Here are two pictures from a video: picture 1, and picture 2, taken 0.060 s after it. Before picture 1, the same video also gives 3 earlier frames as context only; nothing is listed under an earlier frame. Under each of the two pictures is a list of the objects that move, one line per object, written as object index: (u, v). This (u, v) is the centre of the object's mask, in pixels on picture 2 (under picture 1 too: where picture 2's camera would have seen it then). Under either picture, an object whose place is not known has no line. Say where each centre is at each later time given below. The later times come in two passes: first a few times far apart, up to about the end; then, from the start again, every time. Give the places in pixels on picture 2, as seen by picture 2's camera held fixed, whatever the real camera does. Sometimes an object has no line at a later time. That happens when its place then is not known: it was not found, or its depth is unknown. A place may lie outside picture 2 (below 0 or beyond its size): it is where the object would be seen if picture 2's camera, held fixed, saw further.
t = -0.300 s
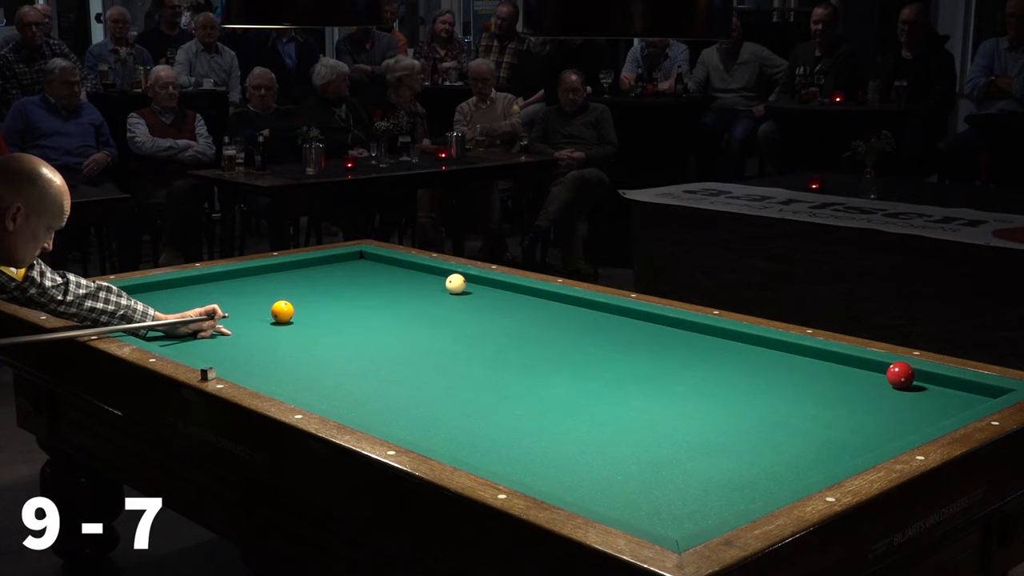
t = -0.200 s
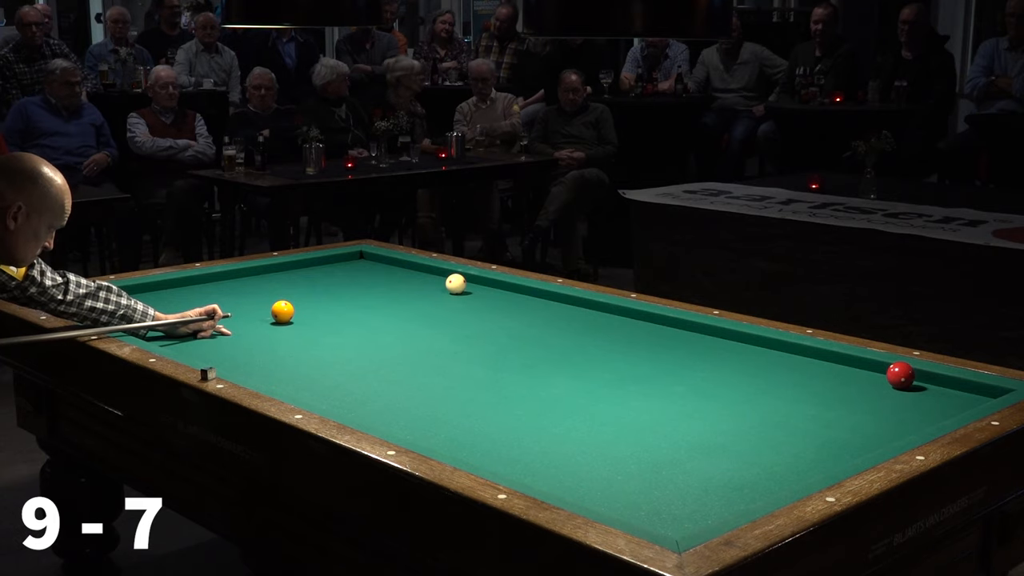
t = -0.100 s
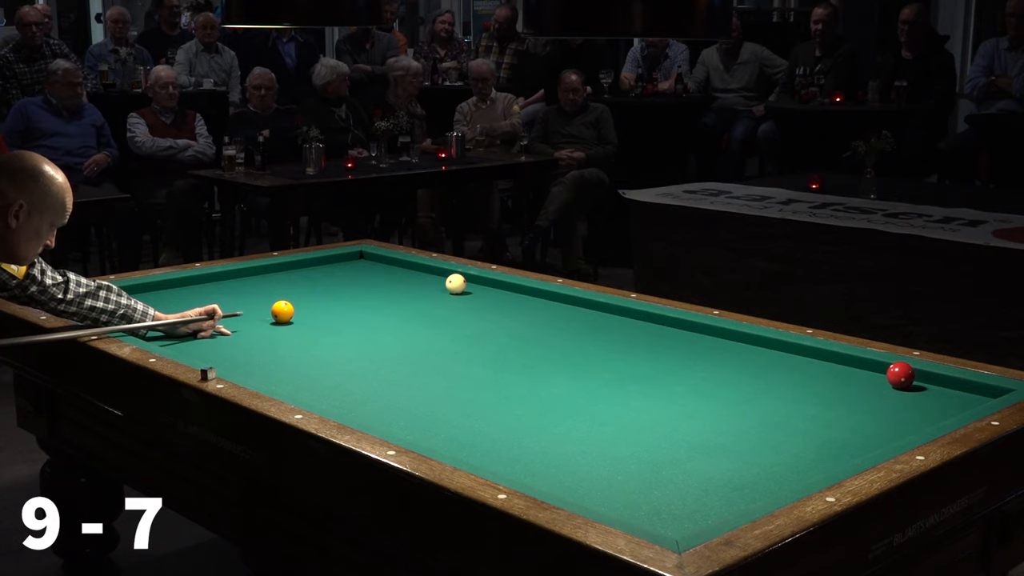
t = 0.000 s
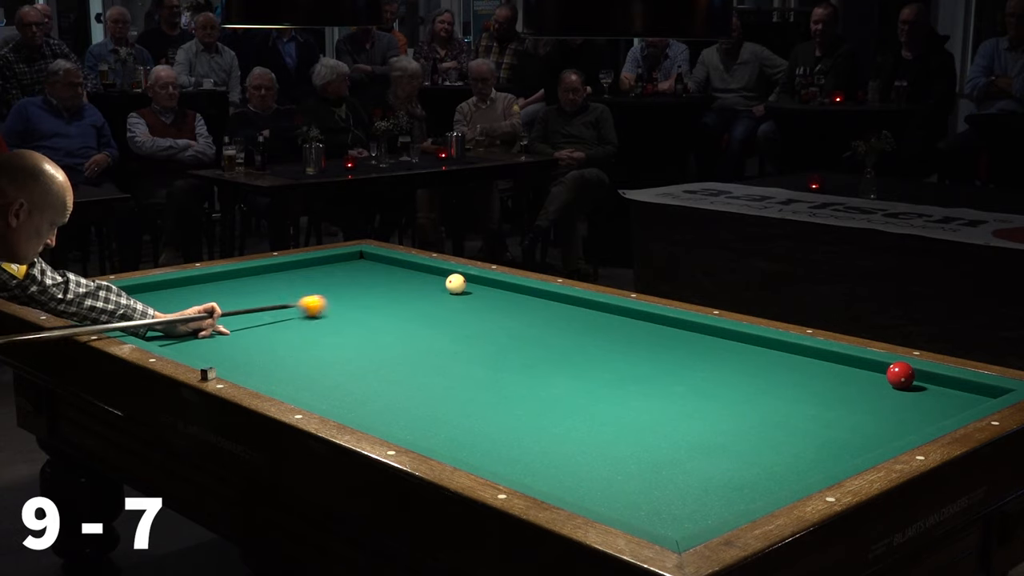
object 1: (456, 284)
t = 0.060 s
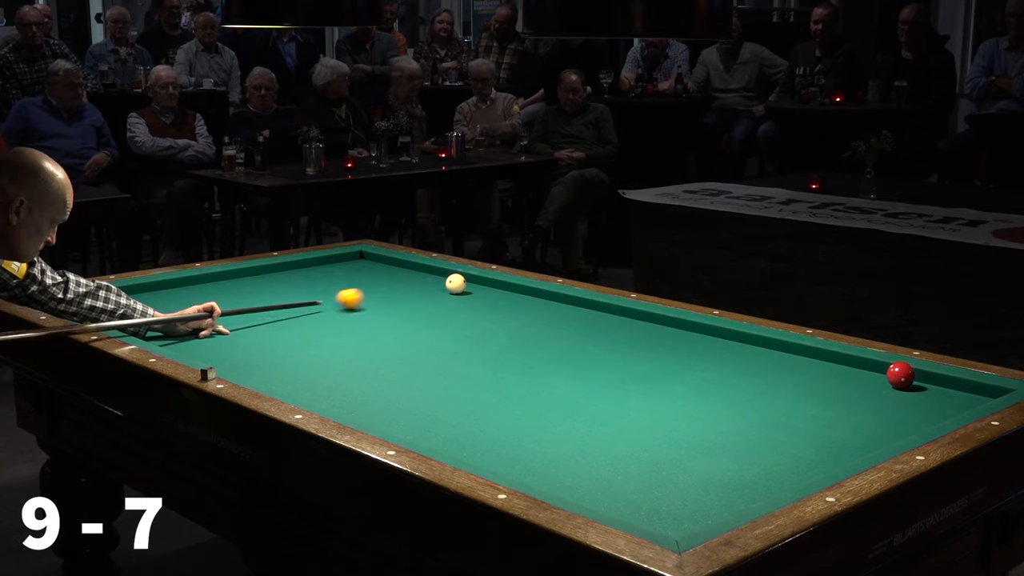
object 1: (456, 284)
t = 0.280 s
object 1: (477, 284)
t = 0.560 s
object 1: (504, 293)
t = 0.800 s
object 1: (507, 303)
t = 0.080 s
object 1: (456, 284)
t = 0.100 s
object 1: (456, 284)
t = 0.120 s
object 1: (456, 284)
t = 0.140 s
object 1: (456, 284)
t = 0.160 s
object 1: (456, 284)
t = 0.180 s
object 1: (456, 284)
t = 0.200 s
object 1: (456, 284)
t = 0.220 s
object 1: (456, 284)
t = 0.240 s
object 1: (461, 284)
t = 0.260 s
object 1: (469, 284)
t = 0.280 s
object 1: (477, 284)
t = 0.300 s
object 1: (484, 284)
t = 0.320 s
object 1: (492, 284)
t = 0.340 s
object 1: (499, 284)
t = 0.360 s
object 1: (502, 285)
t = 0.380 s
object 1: (502, 286)
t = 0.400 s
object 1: (502, 287)
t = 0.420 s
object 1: (502, 288)
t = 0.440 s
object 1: (502, 288)
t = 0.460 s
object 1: (503, 289)
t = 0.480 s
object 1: (503, 290)
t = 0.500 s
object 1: (503, 291)
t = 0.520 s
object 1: (503, 292)
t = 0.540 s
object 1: (504, 292)
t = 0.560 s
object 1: (504, 293)
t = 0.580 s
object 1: (504, 294)
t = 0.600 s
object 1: (504, 295)
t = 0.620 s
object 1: (505, 296)
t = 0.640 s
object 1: (505, 296)
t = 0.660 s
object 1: (505, 297)
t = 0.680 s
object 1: (505, 298)
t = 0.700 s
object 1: (506, 299)
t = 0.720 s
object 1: (506, 300)
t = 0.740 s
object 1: (506, 300)
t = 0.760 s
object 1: (506, 301)
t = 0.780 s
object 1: (507, 302)
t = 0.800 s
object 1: (507, 303)
